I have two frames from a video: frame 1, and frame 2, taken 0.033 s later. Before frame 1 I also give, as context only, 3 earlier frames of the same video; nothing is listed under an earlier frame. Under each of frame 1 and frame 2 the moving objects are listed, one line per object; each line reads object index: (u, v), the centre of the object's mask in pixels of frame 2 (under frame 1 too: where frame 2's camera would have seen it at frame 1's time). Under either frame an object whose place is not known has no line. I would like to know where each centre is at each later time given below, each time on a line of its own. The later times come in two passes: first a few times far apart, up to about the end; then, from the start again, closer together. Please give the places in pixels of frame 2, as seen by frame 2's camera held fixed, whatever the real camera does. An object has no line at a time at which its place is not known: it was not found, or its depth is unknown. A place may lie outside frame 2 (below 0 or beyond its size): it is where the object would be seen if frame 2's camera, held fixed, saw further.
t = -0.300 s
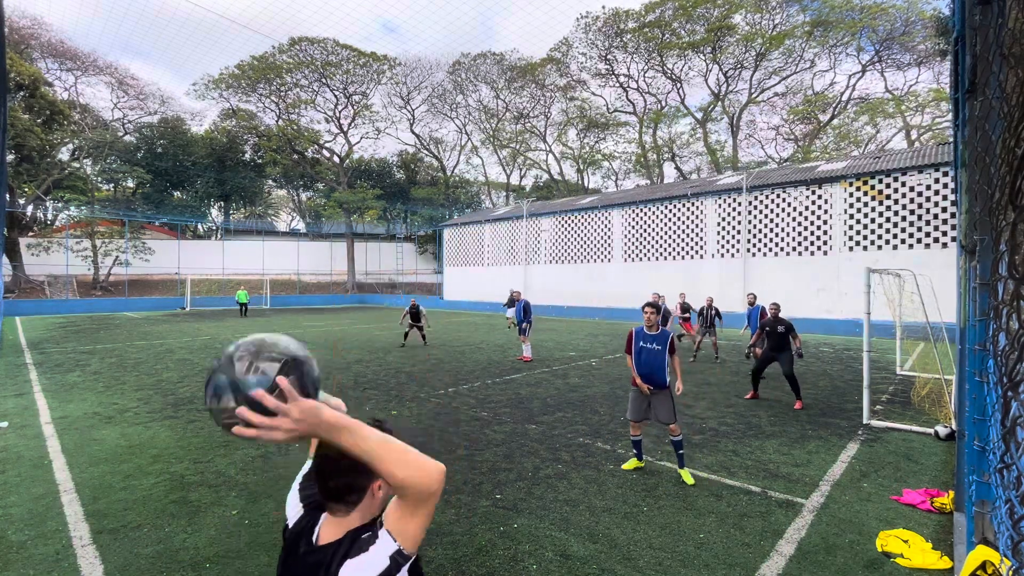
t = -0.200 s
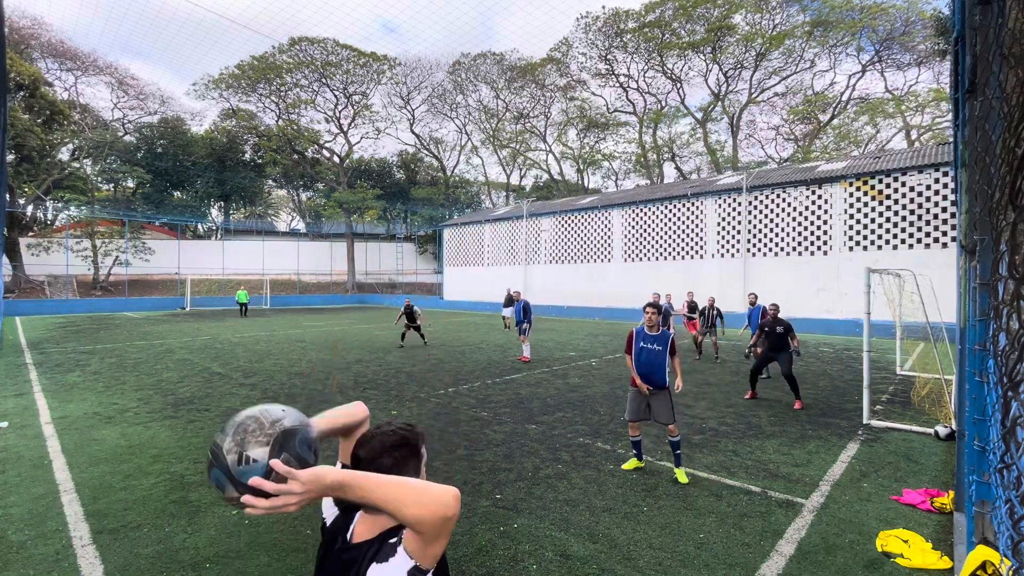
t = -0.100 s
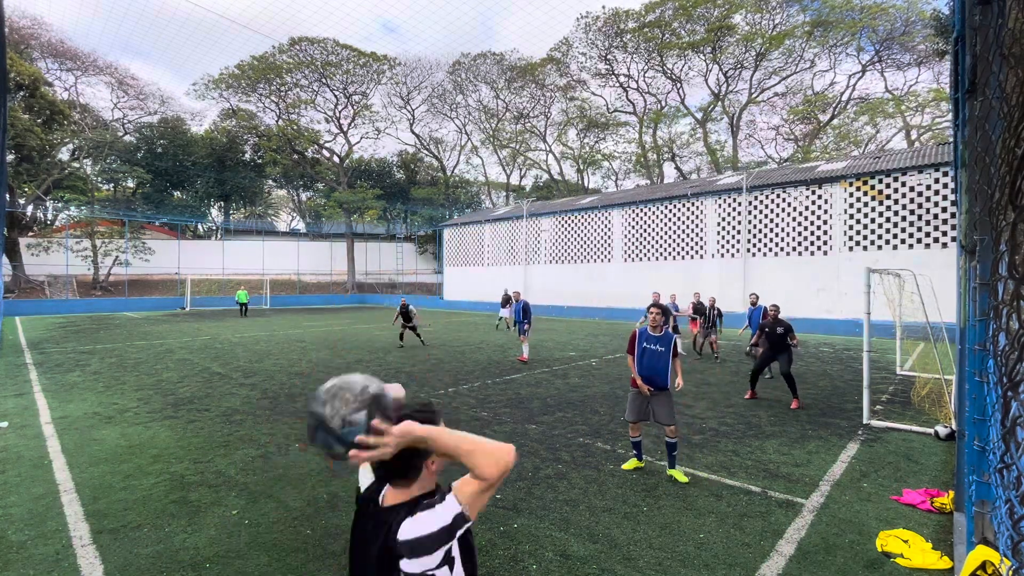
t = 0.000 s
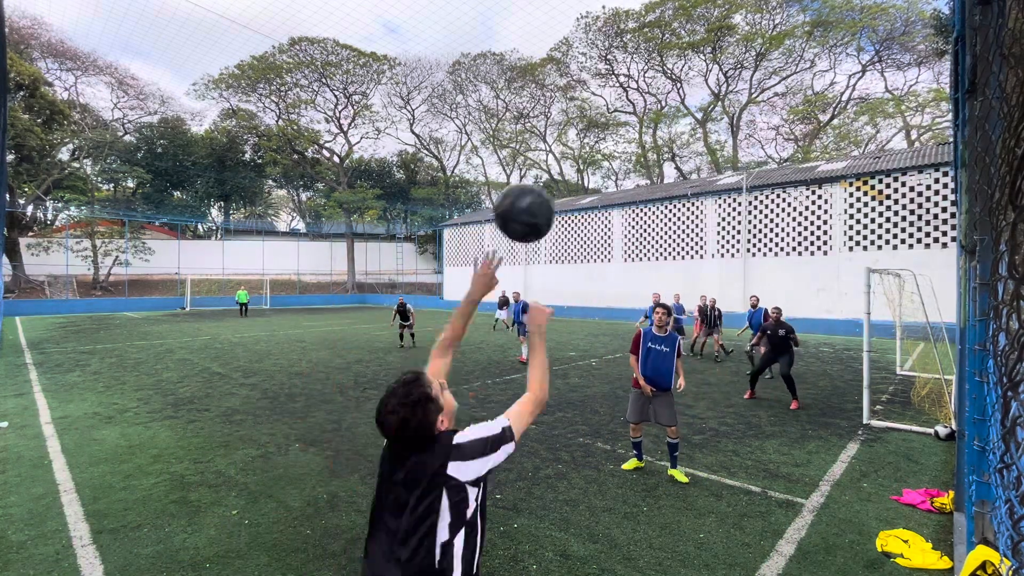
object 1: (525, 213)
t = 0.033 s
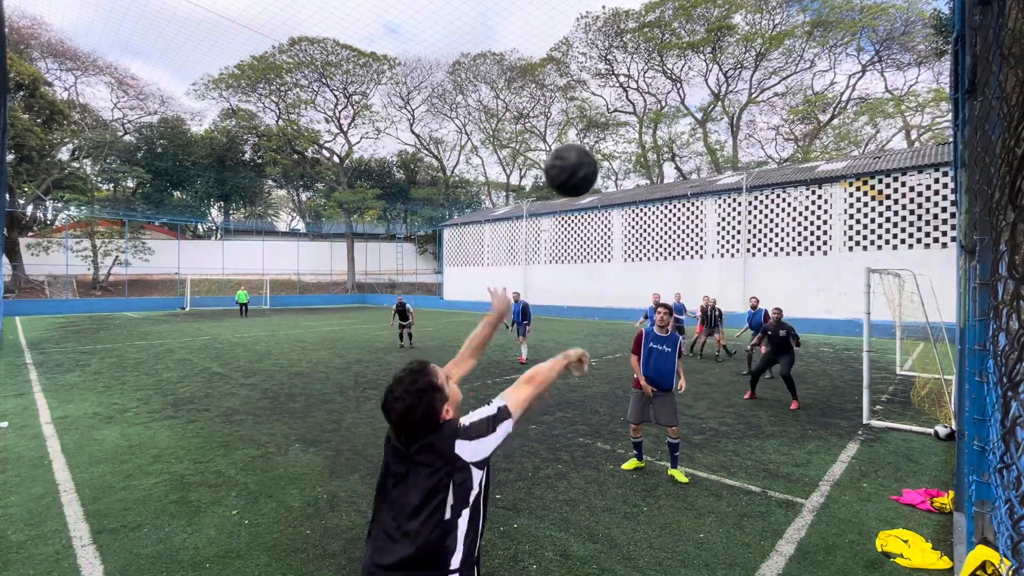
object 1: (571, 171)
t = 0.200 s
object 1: (704, 76)
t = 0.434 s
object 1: (782, 69)
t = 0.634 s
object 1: (817, 102)
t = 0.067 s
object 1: (609, 139)
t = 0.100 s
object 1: (640, 115)
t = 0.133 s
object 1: (665, 98)
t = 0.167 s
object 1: (686, 86)
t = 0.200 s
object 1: (704, 76)
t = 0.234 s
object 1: (720, 69)
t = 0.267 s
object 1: (733, 65)
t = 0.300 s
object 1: (746, 63)
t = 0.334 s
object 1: (756, 62)
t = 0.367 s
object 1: (766, 63)
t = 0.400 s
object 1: (775, 65)
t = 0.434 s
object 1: (782, 69)
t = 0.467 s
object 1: (789, 73)
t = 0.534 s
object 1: (801, 82)
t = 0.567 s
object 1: (807, 88)
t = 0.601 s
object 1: (812, 95)
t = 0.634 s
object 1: (817, 102)
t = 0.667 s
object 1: (821, 109)
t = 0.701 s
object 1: (825, 118)
